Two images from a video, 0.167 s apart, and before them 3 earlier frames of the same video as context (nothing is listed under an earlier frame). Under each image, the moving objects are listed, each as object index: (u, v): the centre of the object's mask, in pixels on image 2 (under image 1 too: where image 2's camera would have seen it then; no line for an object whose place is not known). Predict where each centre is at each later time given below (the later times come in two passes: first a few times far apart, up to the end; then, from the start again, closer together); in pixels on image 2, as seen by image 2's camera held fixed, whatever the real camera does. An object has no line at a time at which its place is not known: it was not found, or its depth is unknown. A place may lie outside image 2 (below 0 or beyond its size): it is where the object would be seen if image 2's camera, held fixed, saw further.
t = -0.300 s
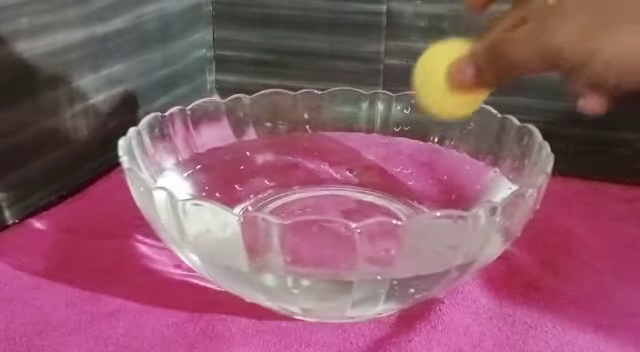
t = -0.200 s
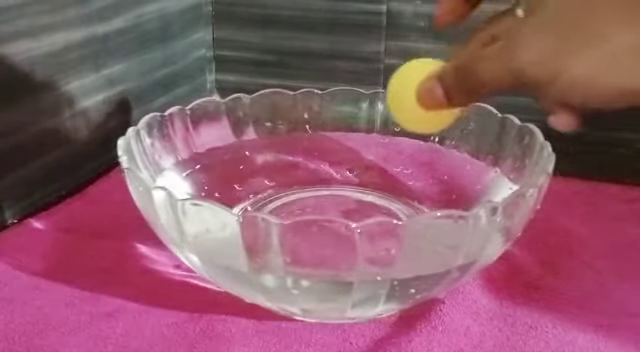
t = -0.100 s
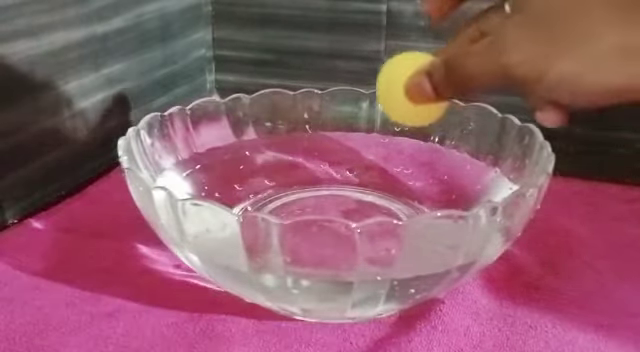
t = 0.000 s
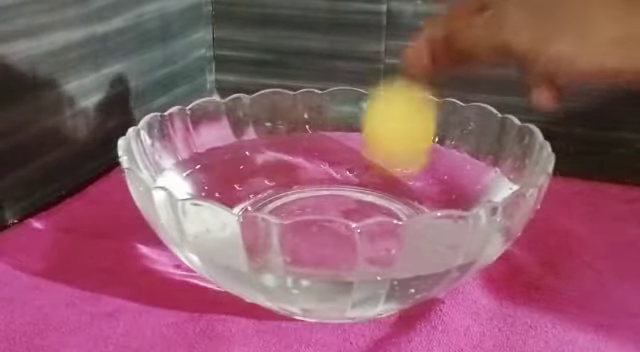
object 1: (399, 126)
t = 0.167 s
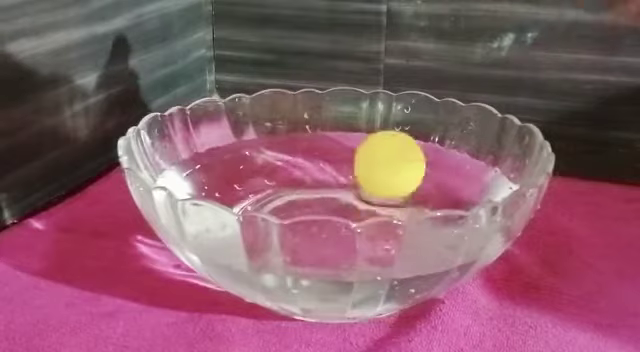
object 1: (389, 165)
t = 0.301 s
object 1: (388, 173)
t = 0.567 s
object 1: (386, 170)
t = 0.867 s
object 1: (378, 169)
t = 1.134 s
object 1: (371, 168)
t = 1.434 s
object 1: (363, 167)
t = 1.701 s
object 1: (359, 165)
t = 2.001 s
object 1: (356, 166)
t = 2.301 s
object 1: (355, 166)
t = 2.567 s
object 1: (354, 166)
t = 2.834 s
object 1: (352, 166)
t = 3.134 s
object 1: (351, 166)
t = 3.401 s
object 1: (348, 166)
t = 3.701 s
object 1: (348, 167)
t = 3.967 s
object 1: (346, 167)
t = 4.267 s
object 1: (346, 167)
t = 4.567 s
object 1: (344, 167)
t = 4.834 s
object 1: (344, 166)
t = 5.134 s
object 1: (343, 167)
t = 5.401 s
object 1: (342, 167)
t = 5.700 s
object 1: (341, 167)
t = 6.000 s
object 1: (340, 167)
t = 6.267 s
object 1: (340, 167)
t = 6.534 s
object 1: (338, 167)
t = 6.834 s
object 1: (338, 168)
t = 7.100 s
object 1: (337, 168)
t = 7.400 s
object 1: (336, 168)
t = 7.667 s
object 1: (335, 168)
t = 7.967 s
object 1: (334, 168)
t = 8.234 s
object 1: (333, 168)
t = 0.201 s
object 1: (389, 165)
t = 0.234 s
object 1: (389, 170)
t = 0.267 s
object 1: (389, 173)
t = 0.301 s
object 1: (388, 173)
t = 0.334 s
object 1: (388, 172)
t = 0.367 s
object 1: (387, 171)
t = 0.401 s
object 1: (388, 170)
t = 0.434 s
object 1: (387, 171)
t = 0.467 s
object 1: (387, 171)
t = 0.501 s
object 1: (387, 171)
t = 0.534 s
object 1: (387, 171)
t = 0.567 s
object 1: (386, 170)
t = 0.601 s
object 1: (384, 169)
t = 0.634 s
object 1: (383, 169)
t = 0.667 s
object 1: (382, 169)
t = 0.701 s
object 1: (382, 171)
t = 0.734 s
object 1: (381, 171)
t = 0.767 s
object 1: (381, 170)
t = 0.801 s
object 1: (380, 169)
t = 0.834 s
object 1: (379, 168)
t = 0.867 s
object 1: (378, 169)
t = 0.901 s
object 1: (376, 170)
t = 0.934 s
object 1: (375, 170)
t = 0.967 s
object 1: (374, 170)
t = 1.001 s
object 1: (373, 168)
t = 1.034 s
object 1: (372, 168)
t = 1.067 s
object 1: (372, 167)
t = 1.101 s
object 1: (372, 168)
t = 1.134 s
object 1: (371, 168)
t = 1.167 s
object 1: (370, 169)
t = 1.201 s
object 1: (369, 169)
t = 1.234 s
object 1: (367, 169)
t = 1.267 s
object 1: (367, 168)
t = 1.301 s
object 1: (366, 167)
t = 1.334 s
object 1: (365, 167)
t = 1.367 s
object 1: (365, 167)
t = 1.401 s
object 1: (364, 167)
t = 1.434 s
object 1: (363, 167)
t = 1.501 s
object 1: (361, 167)
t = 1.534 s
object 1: (360, 168)
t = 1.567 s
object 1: (360, 168)
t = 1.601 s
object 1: (359, 168)
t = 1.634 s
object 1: (359, 167)
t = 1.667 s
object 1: (359, 165)
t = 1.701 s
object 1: (359, 165)
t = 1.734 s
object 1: (358, 165)
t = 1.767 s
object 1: (358, 166)
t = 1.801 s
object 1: (357, 167)
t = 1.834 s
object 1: (356, 167)
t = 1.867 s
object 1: (356, 167)
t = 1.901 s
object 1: (357, 166)
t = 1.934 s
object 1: (357, 166)
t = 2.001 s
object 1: (356, 166)
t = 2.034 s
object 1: (355, 166)
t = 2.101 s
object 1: (354, 165)
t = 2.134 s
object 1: (355, 165)
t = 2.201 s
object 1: (355, 167)
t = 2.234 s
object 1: (355, 167)
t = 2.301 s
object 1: (355, 166)
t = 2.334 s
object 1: (355, 166)
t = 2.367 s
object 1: (354, 166)
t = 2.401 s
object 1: (354, 166)
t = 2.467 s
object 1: (354, 166)
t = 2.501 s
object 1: (354, 166)
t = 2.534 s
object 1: (354, 166)
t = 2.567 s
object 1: (354, 166)
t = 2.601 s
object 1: (354, 166)
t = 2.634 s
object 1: (353, 167)
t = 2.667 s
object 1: (352, 167)
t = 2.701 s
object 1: (352, 166)
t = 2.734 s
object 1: (352, 166)
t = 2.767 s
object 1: (352, 166)
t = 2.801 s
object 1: (352, 166)
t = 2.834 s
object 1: (352, 166)
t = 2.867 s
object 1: (352, 166)
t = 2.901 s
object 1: (352, 166)
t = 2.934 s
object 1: (351, 166)
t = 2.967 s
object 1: (351, 167)
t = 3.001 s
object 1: (351, 167)
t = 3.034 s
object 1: (351, 166)
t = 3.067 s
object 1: (351, 166)
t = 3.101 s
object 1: (351, 165)
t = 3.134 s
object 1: (351, 166)
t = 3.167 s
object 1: (350, 166)
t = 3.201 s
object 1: (350, 166)
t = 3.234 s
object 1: (349, 167)
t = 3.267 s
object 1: (349, 167)
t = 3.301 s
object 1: (349, 167)
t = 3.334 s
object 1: (349, 167)
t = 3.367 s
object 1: (349, 166)
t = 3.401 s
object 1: (348, 166)
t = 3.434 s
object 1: (348, 166)
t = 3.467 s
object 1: (348, 166)
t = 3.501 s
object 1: (348, 166)
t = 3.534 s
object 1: (348, 166)
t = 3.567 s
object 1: (348, 167)
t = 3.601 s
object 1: (348, 167)
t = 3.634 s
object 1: (348, 167)
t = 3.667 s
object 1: (348, 167)
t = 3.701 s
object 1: (348, 167)
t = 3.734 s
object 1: (347, 166)
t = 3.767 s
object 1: (347, 166)
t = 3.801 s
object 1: (347, 166)
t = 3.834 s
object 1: (347, 166)
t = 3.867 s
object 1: (346, 166)
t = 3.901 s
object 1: (346, 167)
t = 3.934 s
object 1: (346, 167)
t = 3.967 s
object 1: (346, 167)
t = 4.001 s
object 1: (346, 167)
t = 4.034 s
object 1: (346, 167)
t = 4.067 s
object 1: (345, 166)
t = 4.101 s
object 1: (345, 166)
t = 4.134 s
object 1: (345, 166)
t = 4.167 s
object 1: (346, 166)
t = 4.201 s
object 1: (346, 166)
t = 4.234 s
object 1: (346, 167)
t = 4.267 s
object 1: (346, 167)
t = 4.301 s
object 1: (346, 167)
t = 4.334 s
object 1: (345, 167)
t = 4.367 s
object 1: (345, 167)
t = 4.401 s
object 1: (345, 167)
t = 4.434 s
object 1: (345, 167)
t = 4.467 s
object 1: (345, 166)
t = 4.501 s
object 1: (344, 167)
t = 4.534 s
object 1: (344, 166)
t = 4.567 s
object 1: (344, 167)
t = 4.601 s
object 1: (344, 167)
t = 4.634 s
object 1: (344, 167)
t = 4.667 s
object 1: (344, 167)
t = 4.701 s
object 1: (344, 167)
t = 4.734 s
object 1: (344, 167)
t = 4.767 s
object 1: (343, 167)
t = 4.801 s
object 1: (344, 166)
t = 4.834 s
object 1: (344, 166)
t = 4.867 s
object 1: (344, 166)
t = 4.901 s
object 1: (343, 167)
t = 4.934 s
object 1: (343, 167)
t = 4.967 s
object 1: (343, 167)
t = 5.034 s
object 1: (343, 167)
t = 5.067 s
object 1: (343, 167)
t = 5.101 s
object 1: (343, 167)
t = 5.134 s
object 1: (343, 167)
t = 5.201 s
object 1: (342, 167)
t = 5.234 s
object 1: (342, 167)
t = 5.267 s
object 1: (342, 167)
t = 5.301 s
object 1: (342, 167)
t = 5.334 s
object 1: (342, 167)
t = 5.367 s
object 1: (342, 167)
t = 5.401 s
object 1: (342, 167)
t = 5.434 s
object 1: (342, 167)
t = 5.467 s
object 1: (342, 167)
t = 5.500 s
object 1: (342, 167)
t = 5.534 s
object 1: (341, 167)
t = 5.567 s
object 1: (341, 167)
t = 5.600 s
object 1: (341, 167)
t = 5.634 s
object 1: (341, 167)
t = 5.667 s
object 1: (341, 167)
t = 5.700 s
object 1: (341, 167)
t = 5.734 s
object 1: (341, 167)
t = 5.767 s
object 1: (340, 167)
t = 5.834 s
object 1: (340, 167)
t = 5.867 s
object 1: (340, 167)
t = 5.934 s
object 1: (340, 167)
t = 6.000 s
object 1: (340, 167)
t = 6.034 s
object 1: (340, 167)
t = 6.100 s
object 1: (340, 167)
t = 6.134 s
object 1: (340, 167)
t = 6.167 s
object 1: (340, 167)
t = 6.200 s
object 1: (340, 167)
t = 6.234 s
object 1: (340, 167)
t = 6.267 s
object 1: (340, 167)
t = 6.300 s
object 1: (339, 167)
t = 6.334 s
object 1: (339, 167)
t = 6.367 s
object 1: (339, 168)
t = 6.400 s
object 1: (339, 168)
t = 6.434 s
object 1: (338, 168)
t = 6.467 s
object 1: (338, 168)
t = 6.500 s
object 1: (338, 167)
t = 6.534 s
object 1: (338, 167)
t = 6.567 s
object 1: (338, 167)
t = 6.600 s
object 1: (338, 167)
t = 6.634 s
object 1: (338, 167)
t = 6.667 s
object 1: (338, 168)
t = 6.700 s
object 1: (338, 168)
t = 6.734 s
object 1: (338, 168)
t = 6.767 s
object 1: (338, 168)
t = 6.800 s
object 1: (338, 168)
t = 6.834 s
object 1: (338, 168)
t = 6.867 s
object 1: (338, 168)
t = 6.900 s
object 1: (337, 167)
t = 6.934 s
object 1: (337, 167)
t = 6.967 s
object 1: (337, 167)
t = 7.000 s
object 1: (337, 167)
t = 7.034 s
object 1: (337, 168)
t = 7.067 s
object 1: (337, 168)
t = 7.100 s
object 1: (337, 168)
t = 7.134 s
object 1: (336, 168)
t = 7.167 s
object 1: (336, 168)
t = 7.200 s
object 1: (336, 168)
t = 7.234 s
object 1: (336, 167)
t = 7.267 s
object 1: (336, 167)
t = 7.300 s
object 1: (336, 167)
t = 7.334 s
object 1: (336, 168)
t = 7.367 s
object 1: (336, 168)
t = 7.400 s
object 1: (336, 168)
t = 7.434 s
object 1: (336, 168)
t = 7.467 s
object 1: (336, 168)
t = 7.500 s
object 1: (335, 168)
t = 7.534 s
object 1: (335, 168)
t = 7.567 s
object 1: (335, 168)
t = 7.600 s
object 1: (335, 168)
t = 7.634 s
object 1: (335, 168)
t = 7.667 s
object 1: (335, 168)
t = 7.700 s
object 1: (335, 168)
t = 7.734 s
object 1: (335, 168)
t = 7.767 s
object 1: (335, 168)
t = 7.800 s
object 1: (334, 168)
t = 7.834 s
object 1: (334, 168)
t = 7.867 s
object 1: (334, 168)
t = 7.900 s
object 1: (334, 168)
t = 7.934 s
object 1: (334, 168)
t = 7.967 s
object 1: (334, 168)
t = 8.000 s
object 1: (334, 168)
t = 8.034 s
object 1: (334, 168)
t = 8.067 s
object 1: (334, 168)
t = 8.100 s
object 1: (334, 168)
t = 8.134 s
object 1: (334, 168)
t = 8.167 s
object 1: (334, 168)
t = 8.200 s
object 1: (334, 168)
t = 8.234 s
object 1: (333, 168)
